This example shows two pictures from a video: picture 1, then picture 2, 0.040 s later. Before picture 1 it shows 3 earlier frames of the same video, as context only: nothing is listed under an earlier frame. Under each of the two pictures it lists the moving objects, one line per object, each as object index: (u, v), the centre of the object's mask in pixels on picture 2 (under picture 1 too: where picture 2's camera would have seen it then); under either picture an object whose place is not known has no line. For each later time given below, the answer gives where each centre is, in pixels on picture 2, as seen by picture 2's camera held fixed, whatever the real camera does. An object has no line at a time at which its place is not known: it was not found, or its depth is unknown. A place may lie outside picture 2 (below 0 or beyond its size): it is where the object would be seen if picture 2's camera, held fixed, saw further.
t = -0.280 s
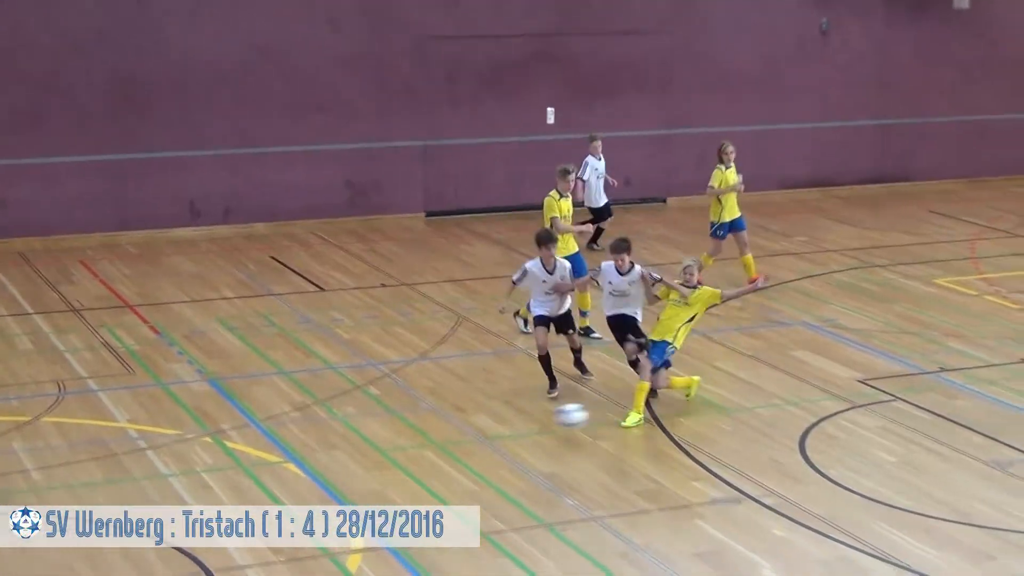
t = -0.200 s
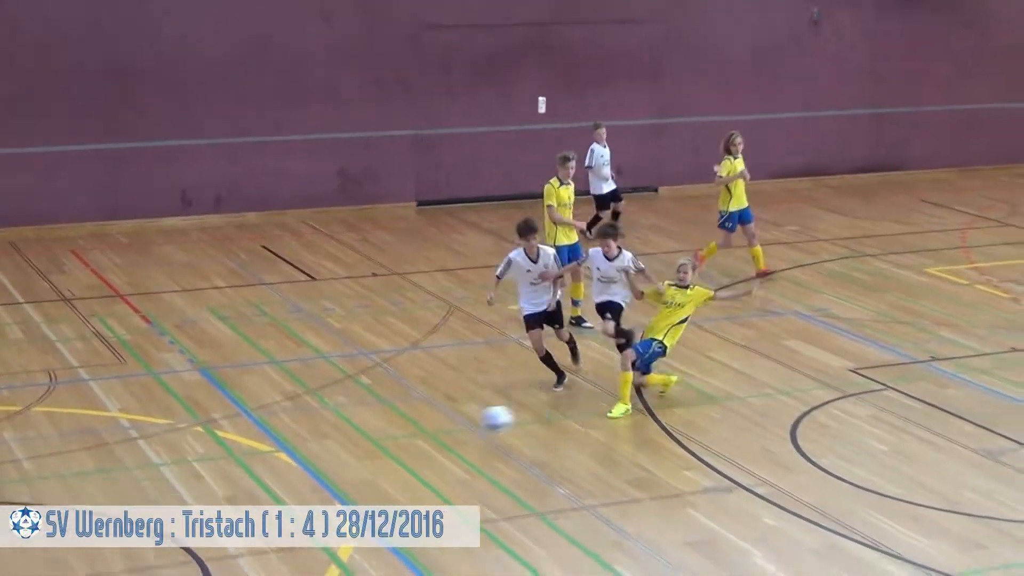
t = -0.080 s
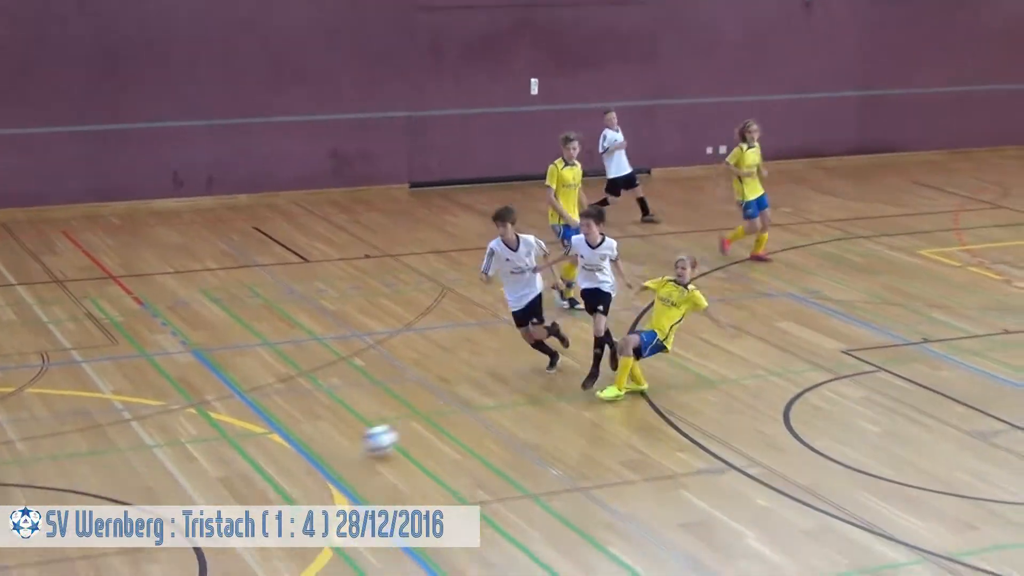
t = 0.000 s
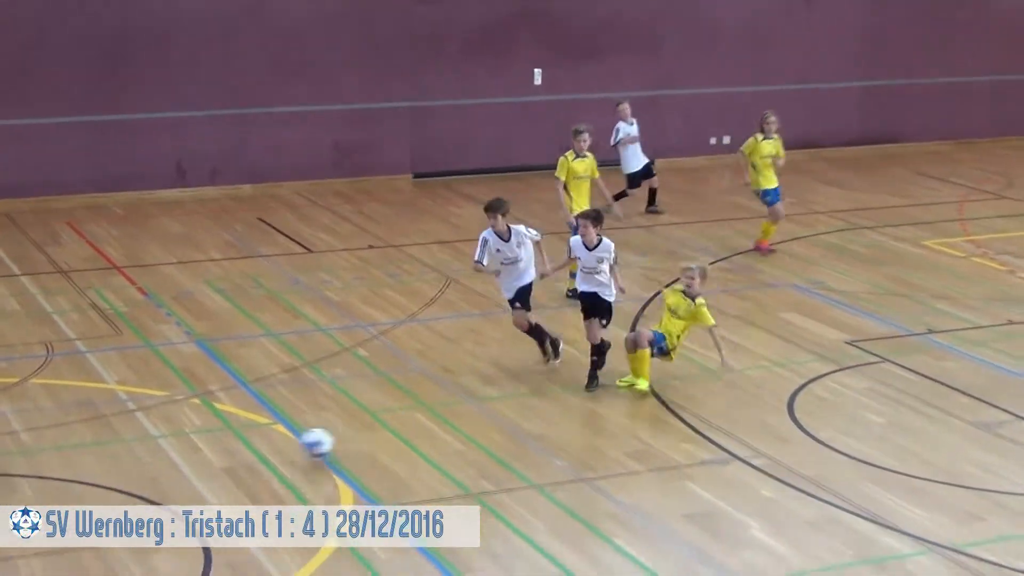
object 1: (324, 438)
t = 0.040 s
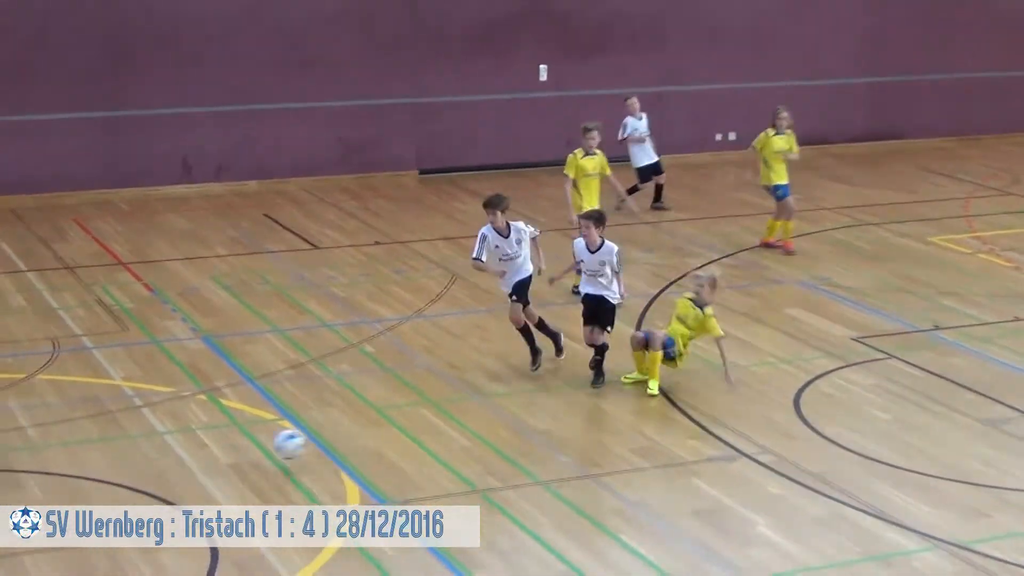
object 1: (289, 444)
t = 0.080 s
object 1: (255, 452)
